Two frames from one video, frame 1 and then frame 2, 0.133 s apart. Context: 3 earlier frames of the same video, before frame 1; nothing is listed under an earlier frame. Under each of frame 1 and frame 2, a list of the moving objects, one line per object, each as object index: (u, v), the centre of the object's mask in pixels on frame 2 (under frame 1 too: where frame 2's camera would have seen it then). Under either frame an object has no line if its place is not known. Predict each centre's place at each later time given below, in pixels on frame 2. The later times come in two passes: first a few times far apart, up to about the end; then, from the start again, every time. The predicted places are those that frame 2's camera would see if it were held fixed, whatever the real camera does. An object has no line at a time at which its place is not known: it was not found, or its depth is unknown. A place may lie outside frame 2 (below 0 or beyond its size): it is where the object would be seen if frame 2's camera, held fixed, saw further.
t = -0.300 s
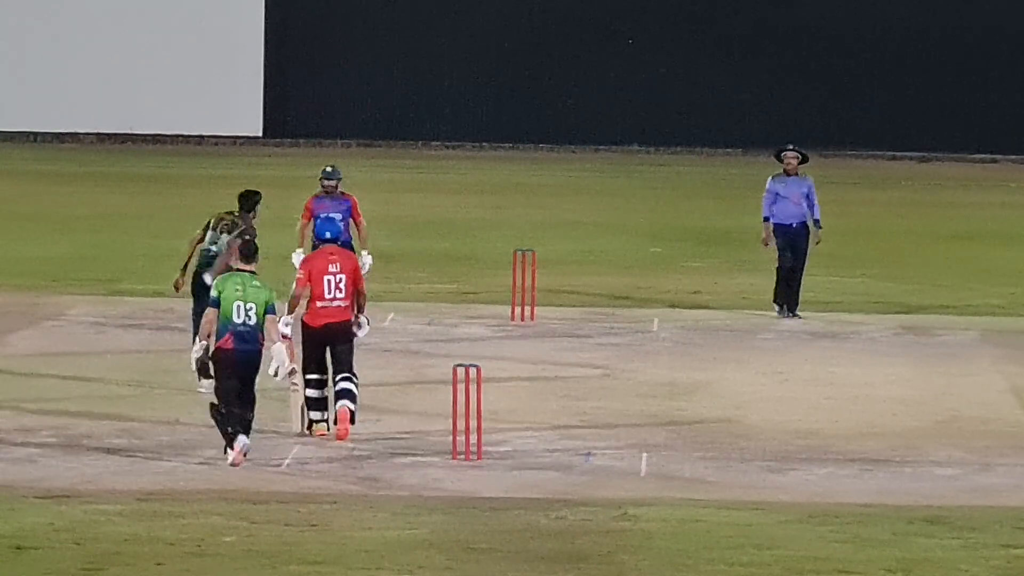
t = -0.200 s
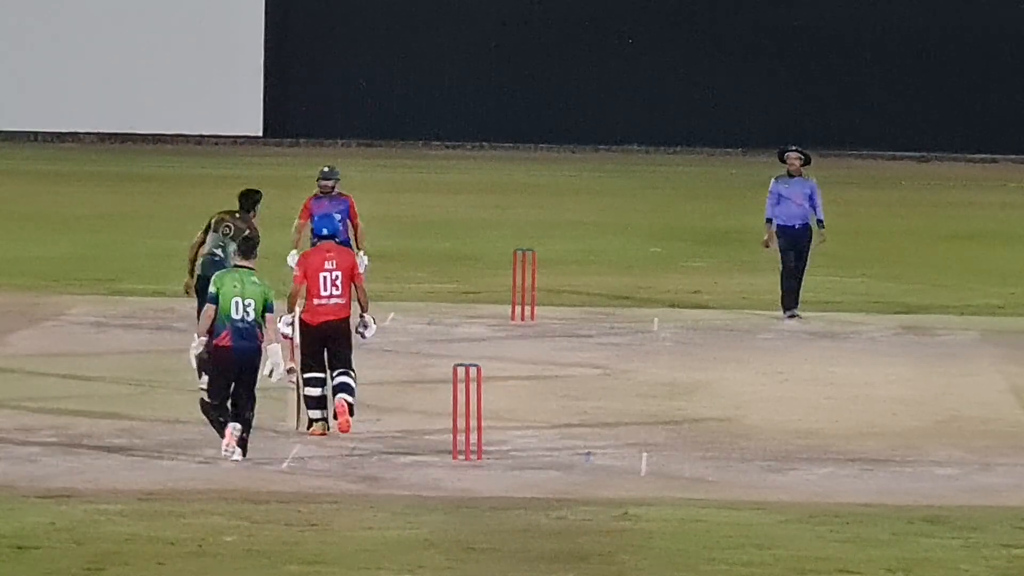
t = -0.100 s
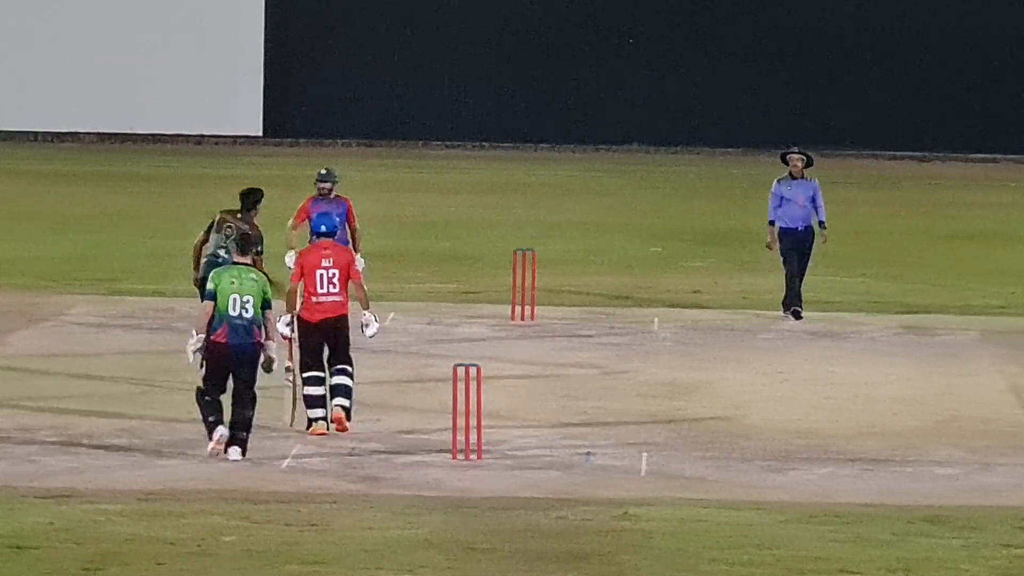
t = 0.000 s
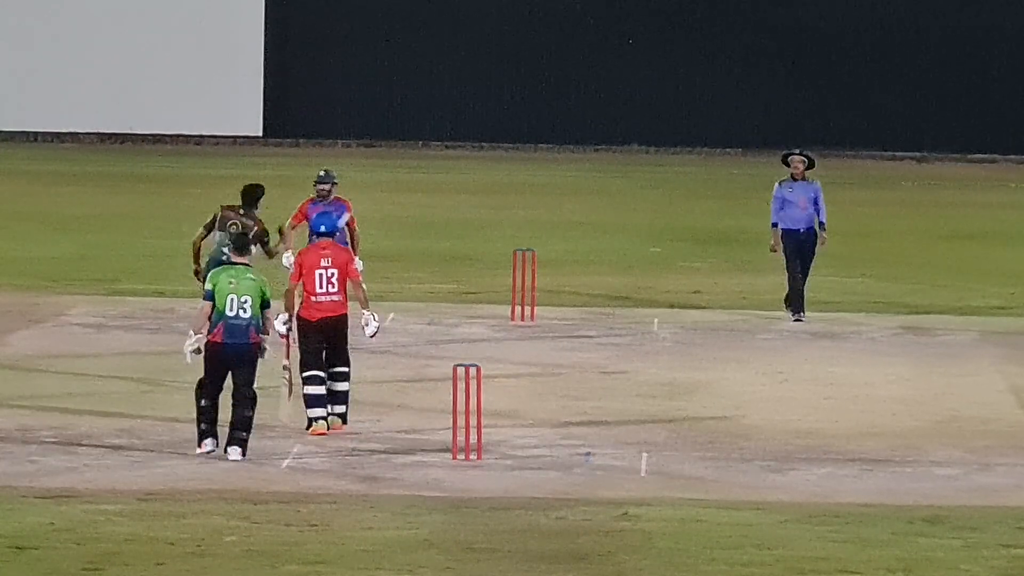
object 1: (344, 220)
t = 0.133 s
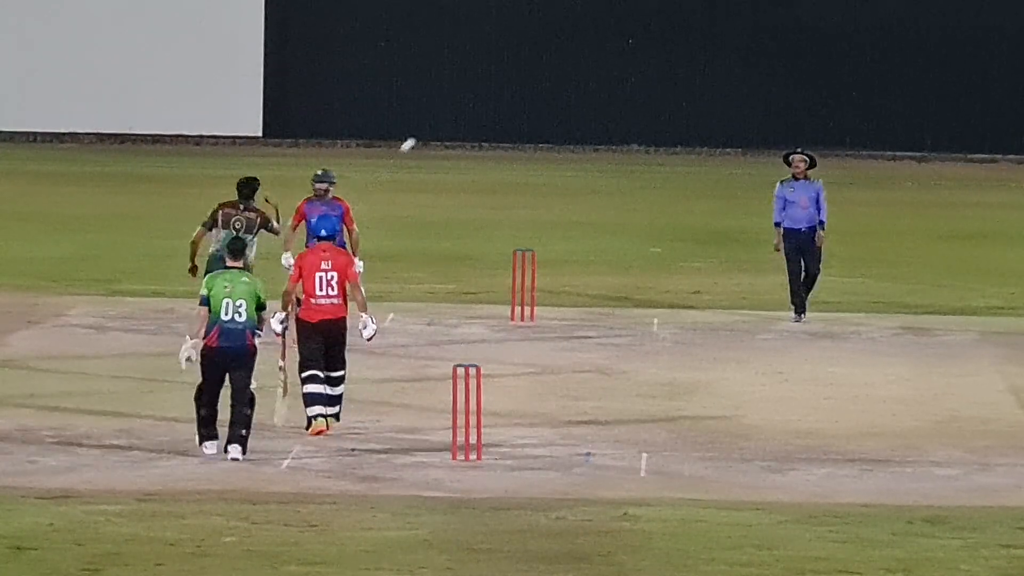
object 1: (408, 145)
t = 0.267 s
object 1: (469, 93)
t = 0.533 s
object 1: (582, 50)
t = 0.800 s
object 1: (686, 83)
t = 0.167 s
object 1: (423, 130)
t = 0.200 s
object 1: (438, 116)
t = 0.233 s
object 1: (454, 104)
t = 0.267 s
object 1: (469, 93)
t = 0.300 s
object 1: (484, 83)
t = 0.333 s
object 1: (498, 74)
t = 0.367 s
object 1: (513, 67)
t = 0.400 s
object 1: (527, 61)
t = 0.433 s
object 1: (541, 56)
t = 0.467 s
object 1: (555, 53)
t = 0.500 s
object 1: (569, 51)
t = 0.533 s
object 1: (582, 50)
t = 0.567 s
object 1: (596, 50)
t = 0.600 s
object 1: (609, 52)
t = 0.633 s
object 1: (622, 54)
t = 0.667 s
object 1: (635, 57)
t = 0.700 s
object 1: (648, 62)
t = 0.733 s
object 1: (661, 68)
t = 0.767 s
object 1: (673, 75)
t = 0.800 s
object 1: (686, 83)
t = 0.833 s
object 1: (698, 92)
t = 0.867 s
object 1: (710, 102)
